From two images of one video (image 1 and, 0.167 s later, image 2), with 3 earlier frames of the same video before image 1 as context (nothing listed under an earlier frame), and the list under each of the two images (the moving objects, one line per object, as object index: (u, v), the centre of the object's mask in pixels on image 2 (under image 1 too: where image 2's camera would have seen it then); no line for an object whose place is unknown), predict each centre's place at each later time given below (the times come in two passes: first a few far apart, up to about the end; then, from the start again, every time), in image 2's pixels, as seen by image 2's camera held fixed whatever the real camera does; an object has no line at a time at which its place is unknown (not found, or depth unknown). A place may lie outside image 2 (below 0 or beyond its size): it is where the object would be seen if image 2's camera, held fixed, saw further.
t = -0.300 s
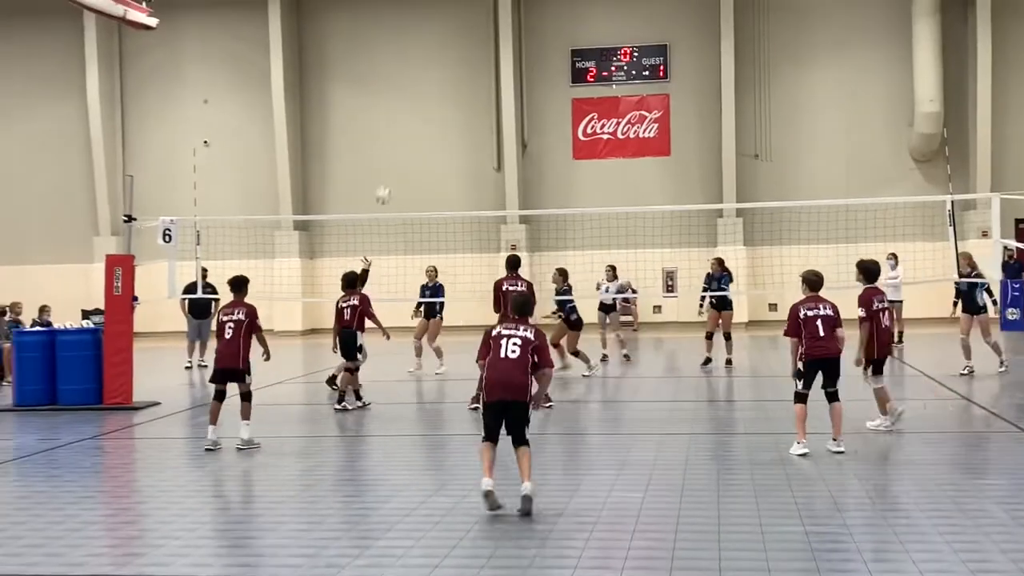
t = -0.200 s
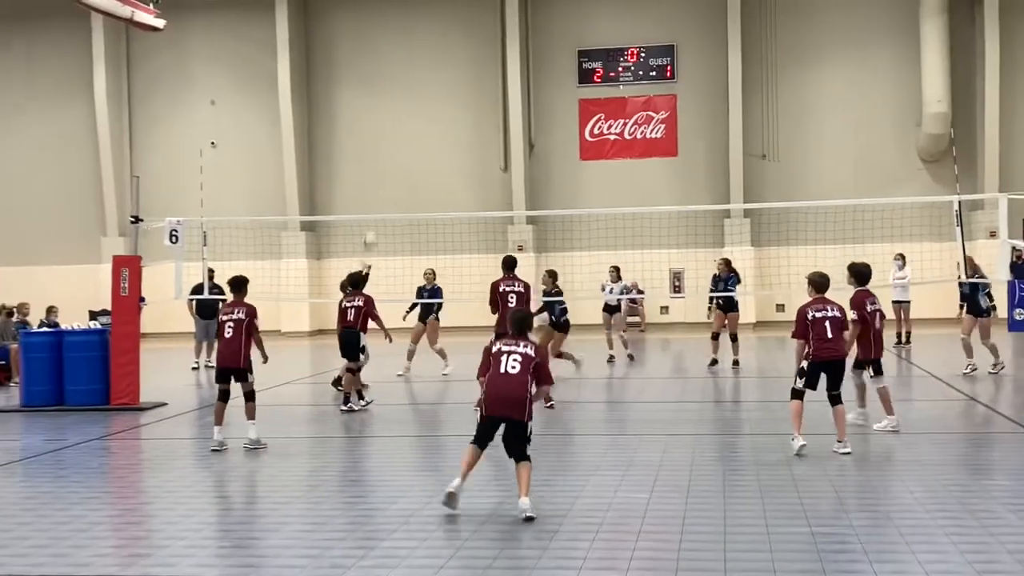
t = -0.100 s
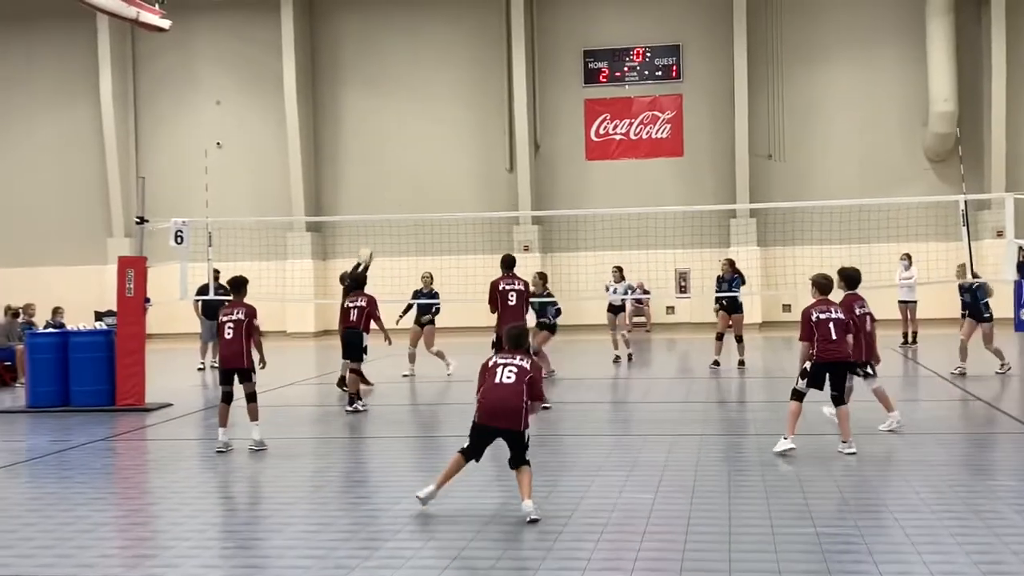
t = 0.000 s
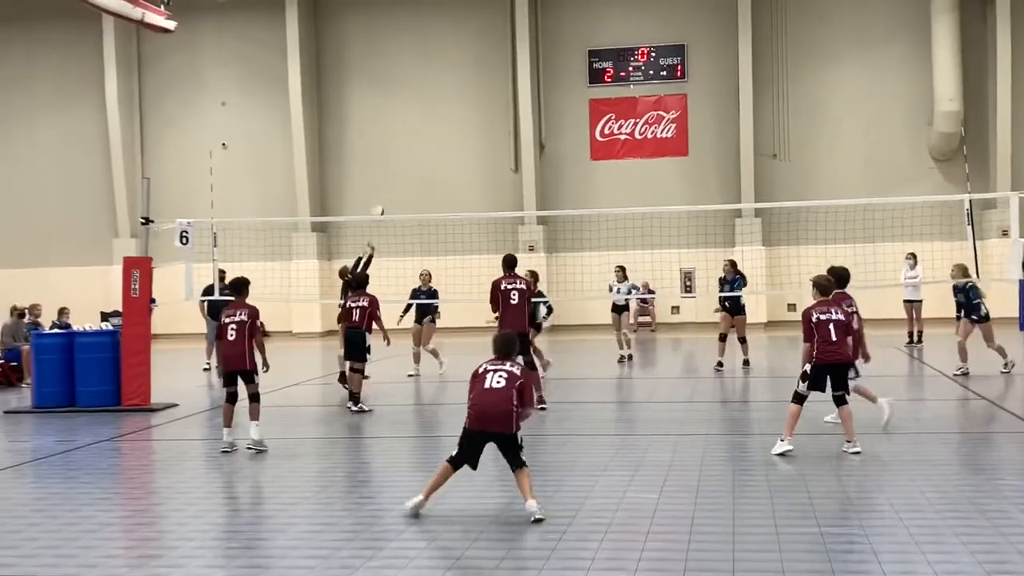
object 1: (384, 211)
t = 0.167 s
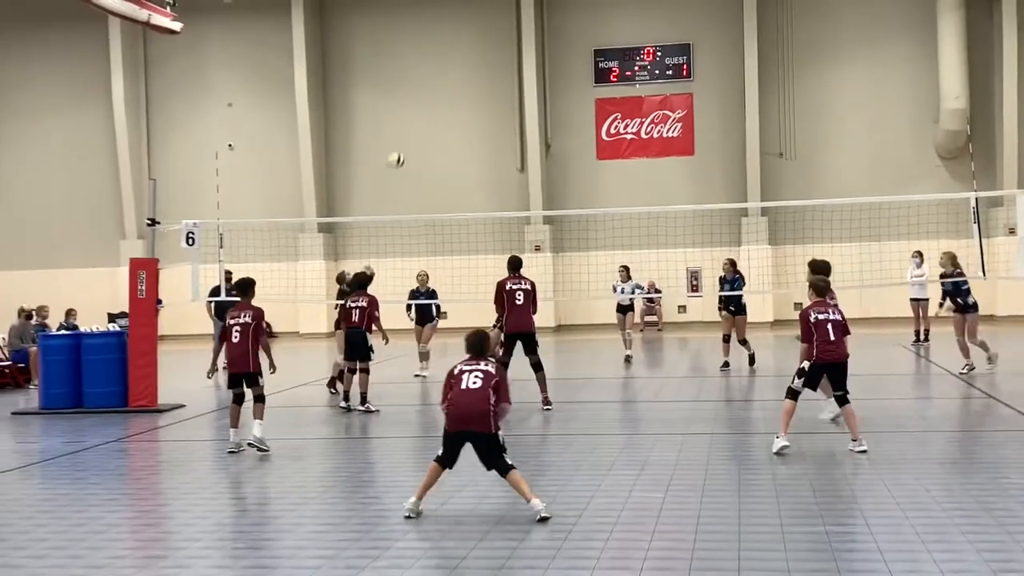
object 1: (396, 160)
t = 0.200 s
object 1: (398, 151)
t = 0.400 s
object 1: (414, 117)
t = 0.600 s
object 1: (430, 112)
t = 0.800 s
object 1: (449, 137)
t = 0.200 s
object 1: (398, 151)
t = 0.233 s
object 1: (402, 142)
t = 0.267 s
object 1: (404, 136)
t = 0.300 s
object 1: (407, 130)
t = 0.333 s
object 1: (409, 125)
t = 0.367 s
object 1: (411, 120)
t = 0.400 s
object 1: (414, 117)
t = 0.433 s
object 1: (417, 114)
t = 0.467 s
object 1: (419, 112)
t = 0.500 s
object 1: (422, 111)
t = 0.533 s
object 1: (425, 110)
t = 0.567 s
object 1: (427, 111)
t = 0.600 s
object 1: (430, 112)
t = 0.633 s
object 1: (435, 114)
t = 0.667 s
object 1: (437, 117)
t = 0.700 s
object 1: (440, 121)
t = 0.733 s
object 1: (443, 125)
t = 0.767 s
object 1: (446, 131)
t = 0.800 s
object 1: (449, 137)
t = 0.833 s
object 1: (452, 144)
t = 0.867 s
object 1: (455, 152)
